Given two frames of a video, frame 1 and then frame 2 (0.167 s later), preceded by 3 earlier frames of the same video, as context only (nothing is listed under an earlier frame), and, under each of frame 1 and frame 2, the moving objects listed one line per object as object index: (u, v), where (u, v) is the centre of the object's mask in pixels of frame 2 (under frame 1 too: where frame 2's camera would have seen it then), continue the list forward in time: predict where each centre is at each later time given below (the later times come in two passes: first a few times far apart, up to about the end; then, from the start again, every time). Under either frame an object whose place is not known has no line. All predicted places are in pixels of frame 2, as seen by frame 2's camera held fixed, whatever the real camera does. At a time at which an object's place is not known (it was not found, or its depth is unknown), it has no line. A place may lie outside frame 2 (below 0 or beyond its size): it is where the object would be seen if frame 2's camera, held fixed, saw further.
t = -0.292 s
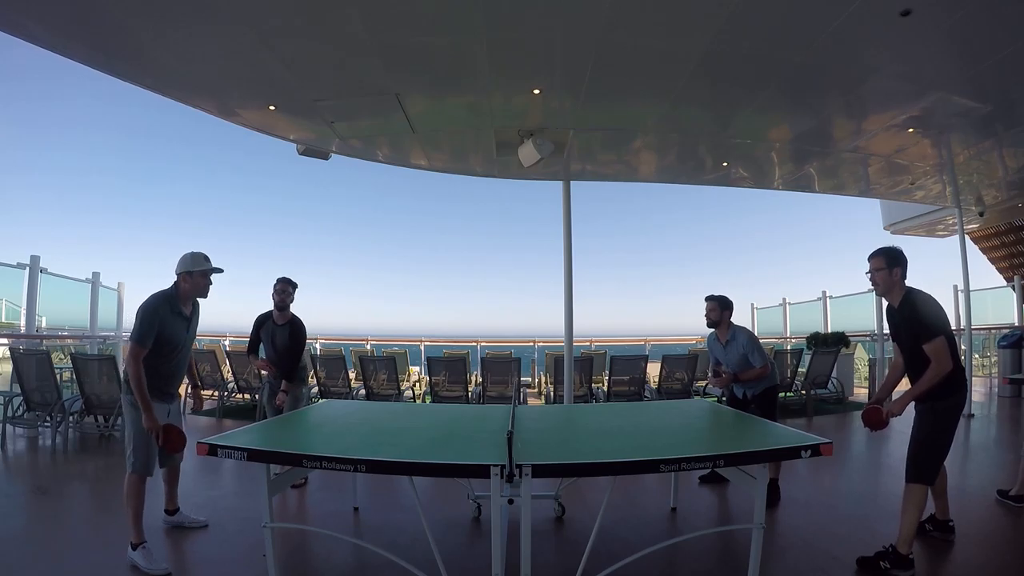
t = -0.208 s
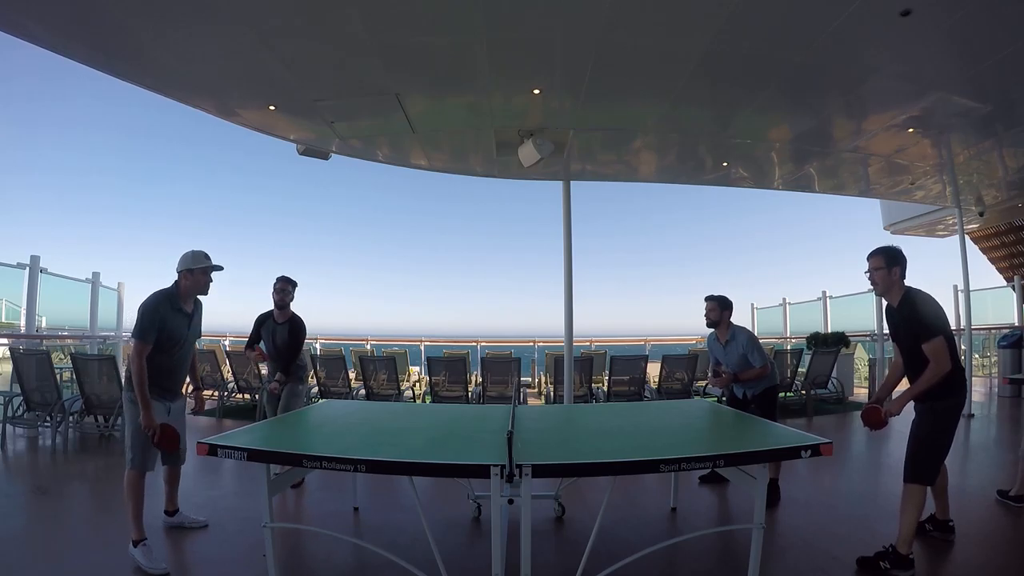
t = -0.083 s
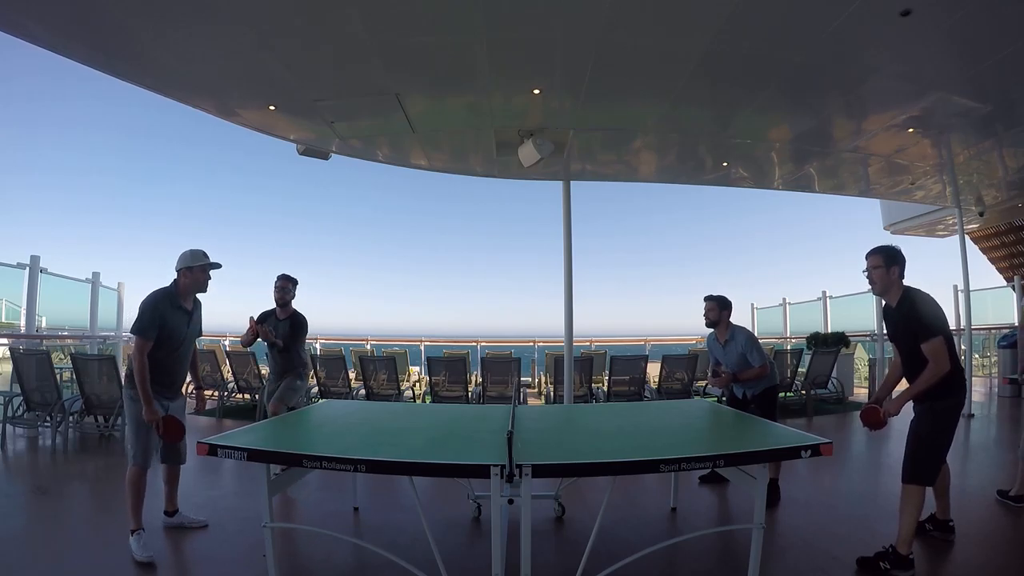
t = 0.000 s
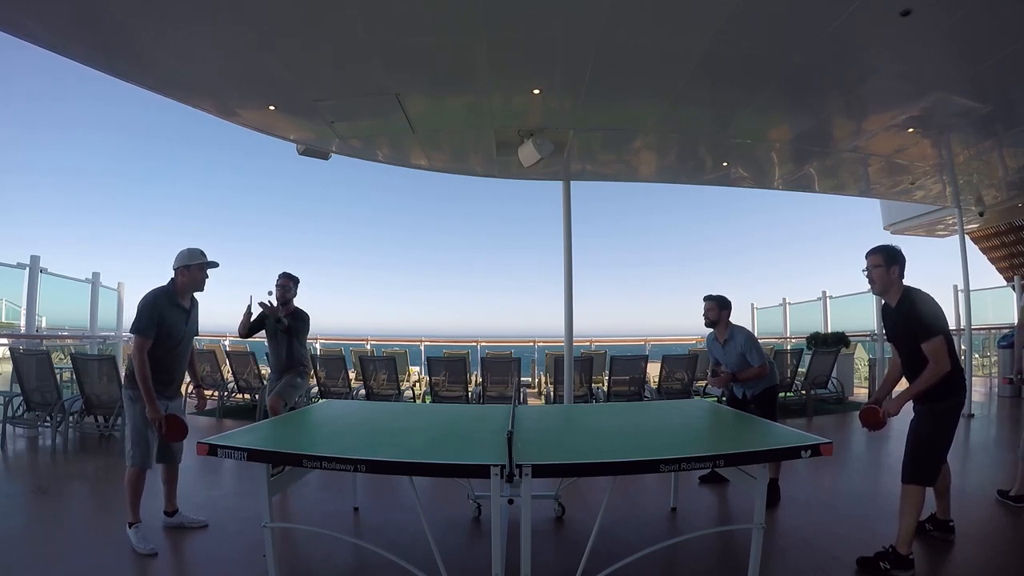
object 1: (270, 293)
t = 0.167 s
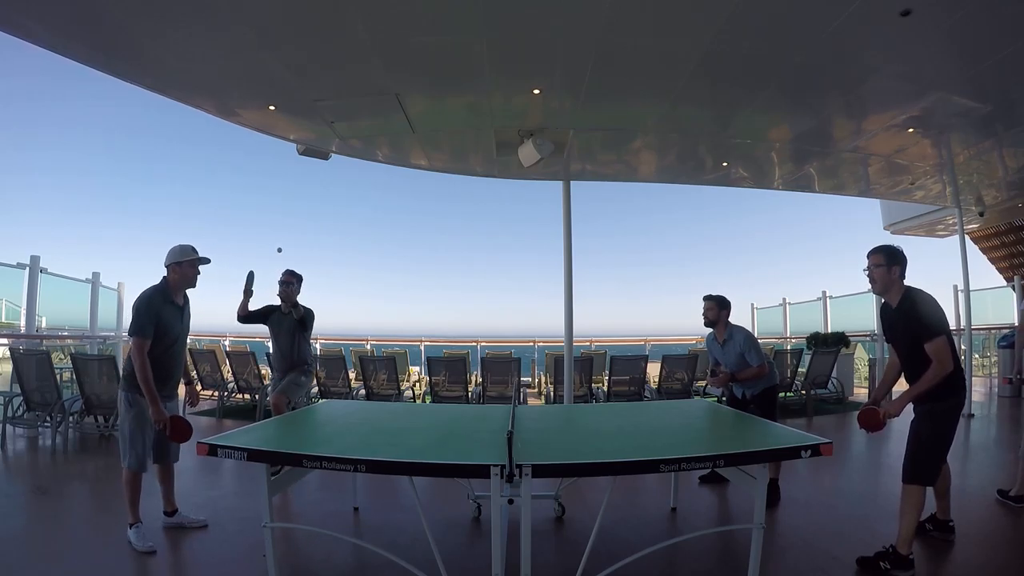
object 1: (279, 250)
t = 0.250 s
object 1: (284, 242)
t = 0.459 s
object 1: (291, 265)
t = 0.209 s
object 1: (281, 245)
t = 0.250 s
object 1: (284, 242)
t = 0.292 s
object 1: (285, 243)
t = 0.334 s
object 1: (286, 245)
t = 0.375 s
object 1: (288, 249)
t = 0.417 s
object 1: (289, 256)
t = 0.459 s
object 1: (291, 265)
